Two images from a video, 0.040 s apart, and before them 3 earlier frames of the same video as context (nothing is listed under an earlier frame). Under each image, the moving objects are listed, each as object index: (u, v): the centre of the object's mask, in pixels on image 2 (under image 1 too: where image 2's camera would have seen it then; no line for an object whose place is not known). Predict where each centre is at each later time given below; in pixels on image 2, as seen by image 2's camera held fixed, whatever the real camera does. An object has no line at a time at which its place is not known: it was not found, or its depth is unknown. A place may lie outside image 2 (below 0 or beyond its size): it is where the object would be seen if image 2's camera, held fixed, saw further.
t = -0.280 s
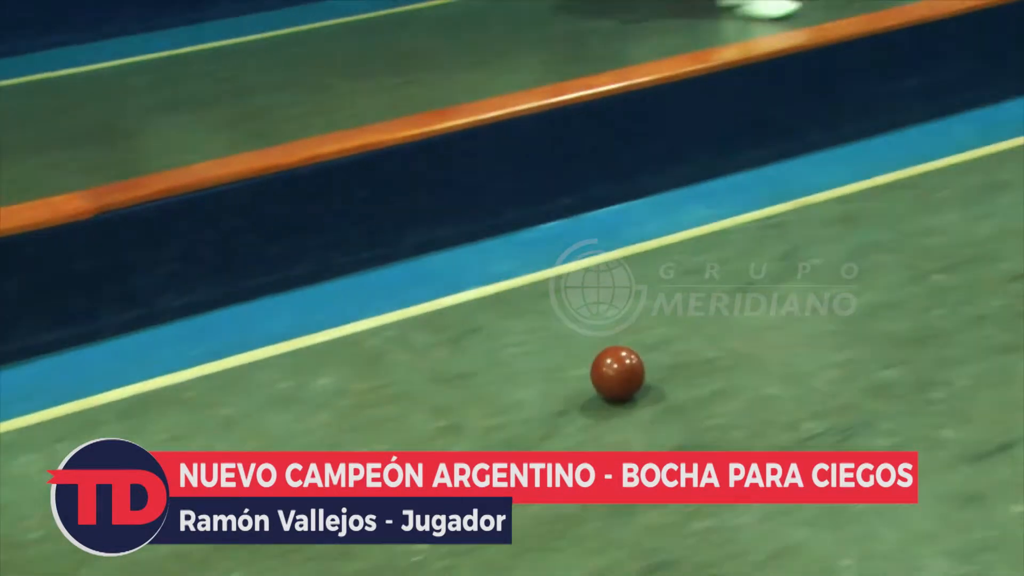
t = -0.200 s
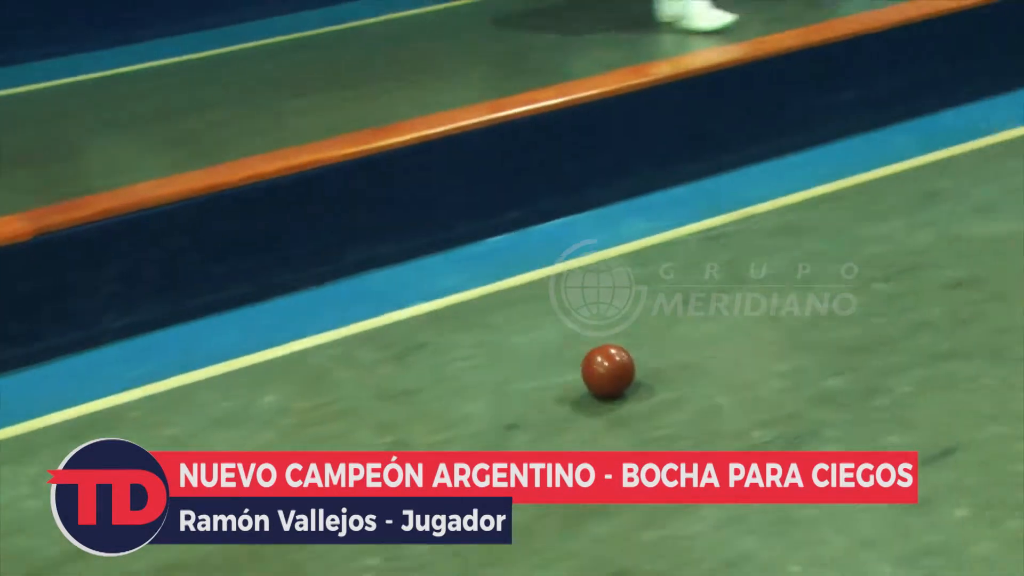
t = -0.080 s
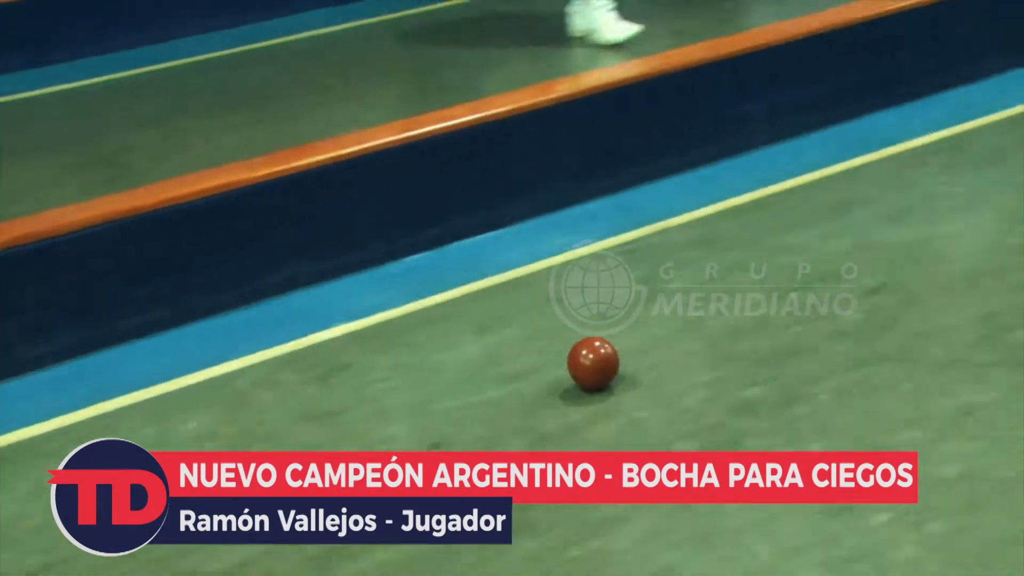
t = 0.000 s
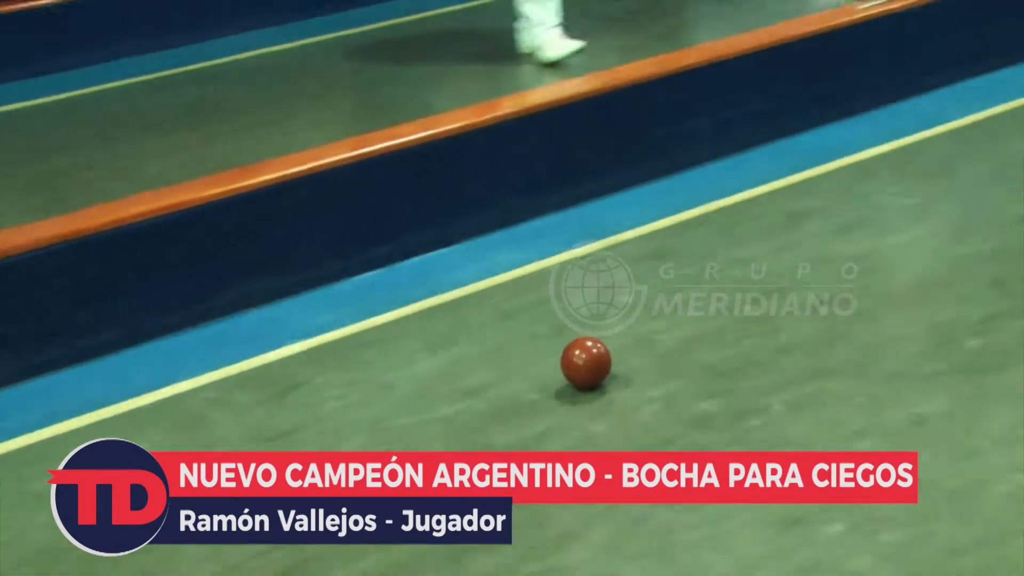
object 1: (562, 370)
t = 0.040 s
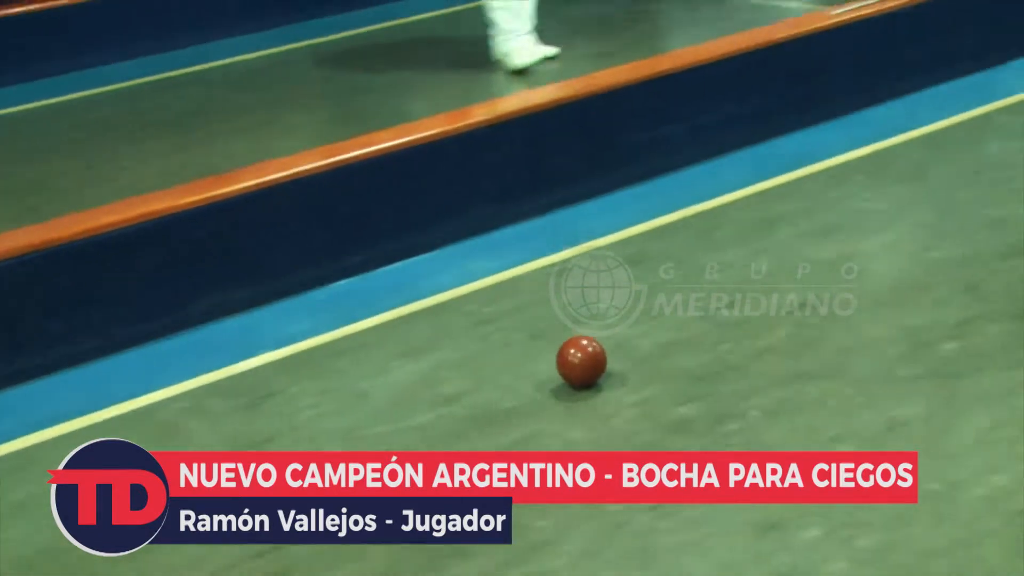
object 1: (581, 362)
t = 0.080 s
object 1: (599, 354)
